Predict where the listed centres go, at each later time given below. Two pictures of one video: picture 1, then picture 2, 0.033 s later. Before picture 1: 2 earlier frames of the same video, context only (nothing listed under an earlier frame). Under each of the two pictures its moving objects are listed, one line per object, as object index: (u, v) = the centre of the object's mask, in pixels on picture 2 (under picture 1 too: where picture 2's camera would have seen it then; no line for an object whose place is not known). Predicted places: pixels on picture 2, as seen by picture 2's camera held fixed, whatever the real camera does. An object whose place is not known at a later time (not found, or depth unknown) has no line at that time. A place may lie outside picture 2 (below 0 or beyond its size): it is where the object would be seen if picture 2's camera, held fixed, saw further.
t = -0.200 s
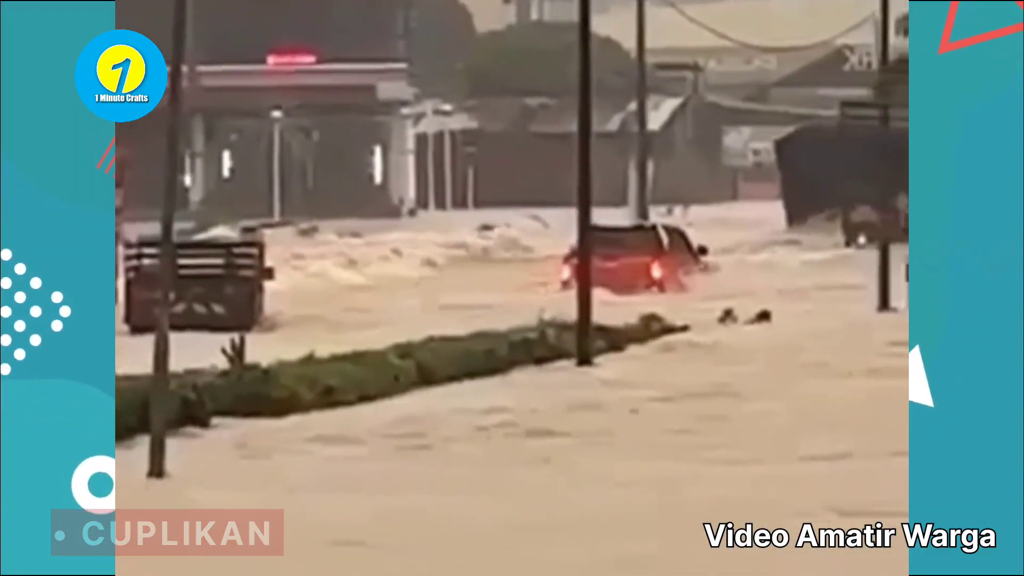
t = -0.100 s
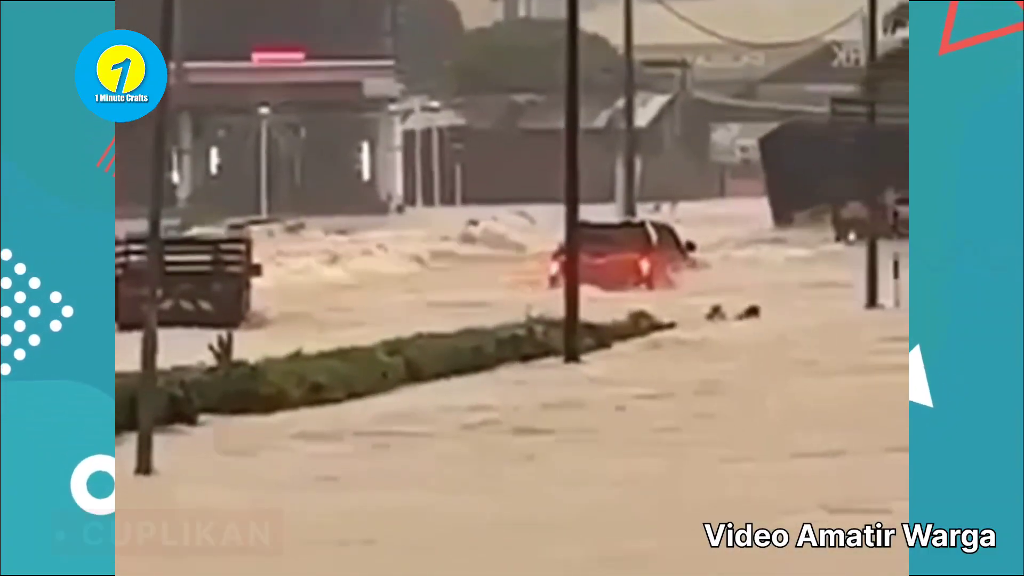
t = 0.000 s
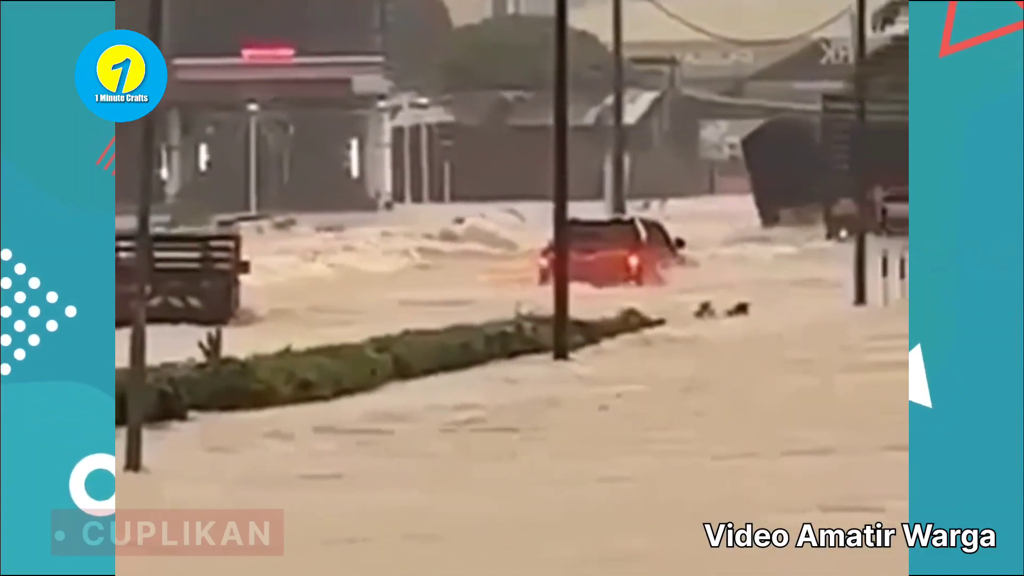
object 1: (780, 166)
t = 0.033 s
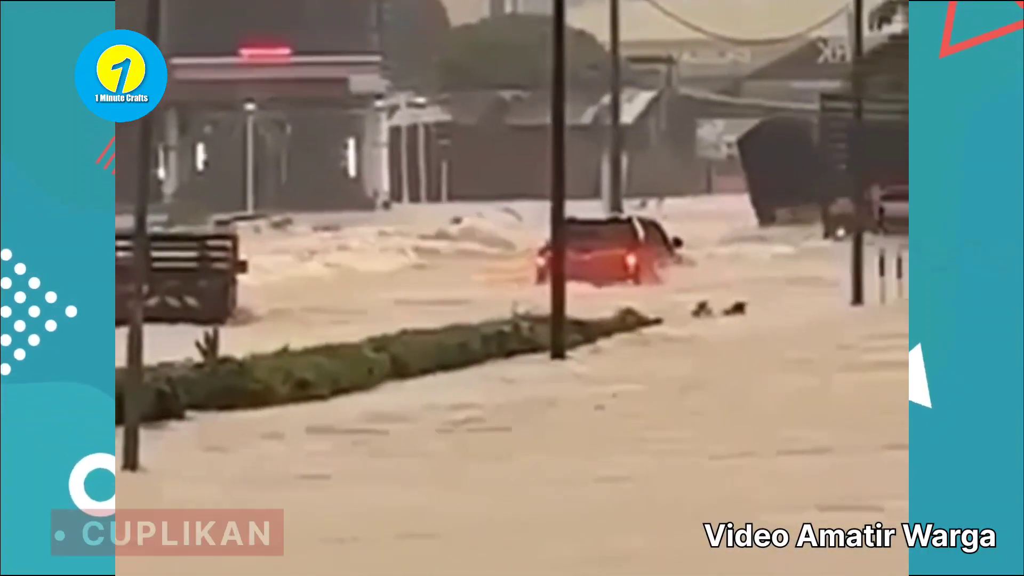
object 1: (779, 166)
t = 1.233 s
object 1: (720, 202)
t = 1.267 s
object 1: (719, 204)
